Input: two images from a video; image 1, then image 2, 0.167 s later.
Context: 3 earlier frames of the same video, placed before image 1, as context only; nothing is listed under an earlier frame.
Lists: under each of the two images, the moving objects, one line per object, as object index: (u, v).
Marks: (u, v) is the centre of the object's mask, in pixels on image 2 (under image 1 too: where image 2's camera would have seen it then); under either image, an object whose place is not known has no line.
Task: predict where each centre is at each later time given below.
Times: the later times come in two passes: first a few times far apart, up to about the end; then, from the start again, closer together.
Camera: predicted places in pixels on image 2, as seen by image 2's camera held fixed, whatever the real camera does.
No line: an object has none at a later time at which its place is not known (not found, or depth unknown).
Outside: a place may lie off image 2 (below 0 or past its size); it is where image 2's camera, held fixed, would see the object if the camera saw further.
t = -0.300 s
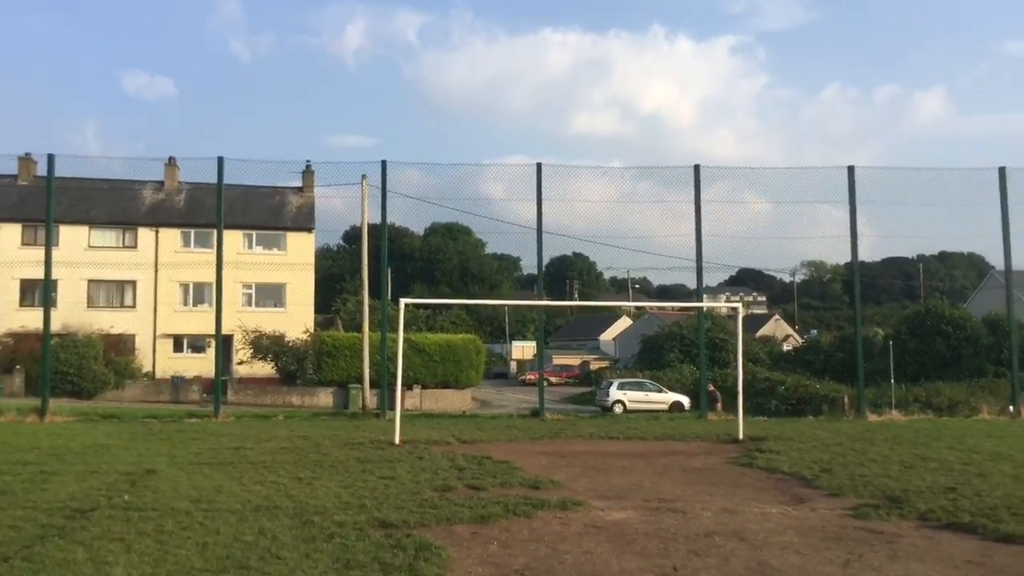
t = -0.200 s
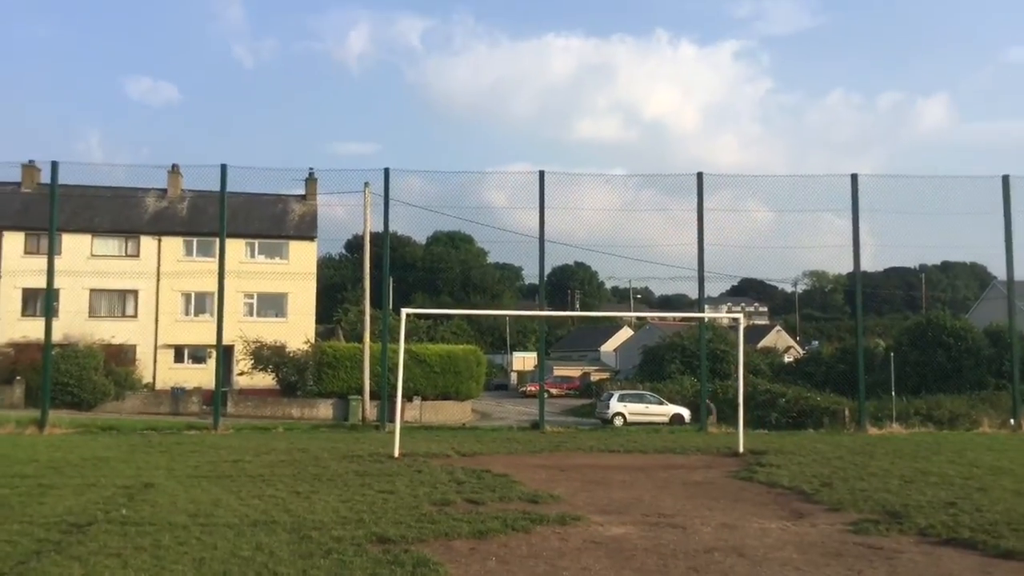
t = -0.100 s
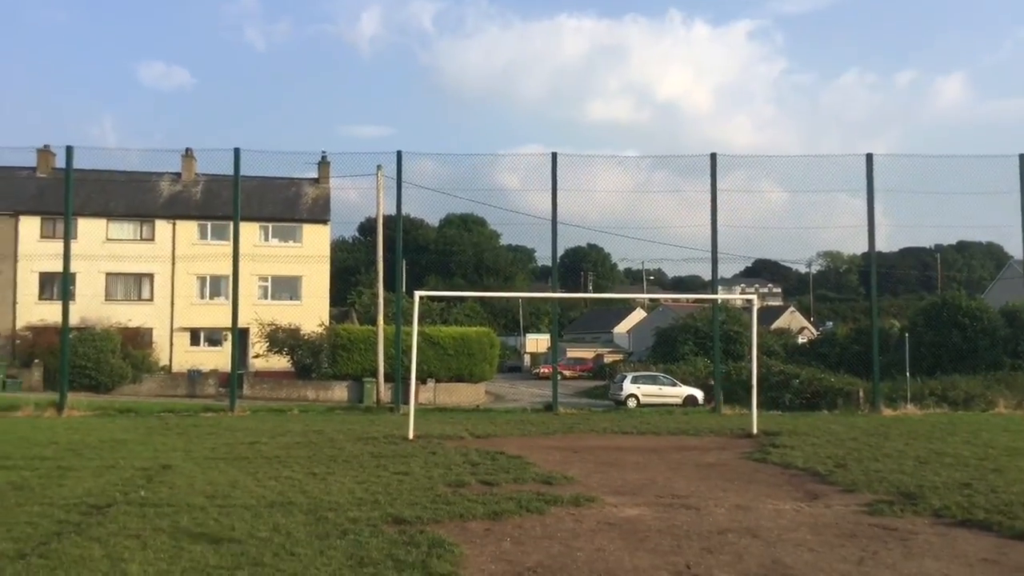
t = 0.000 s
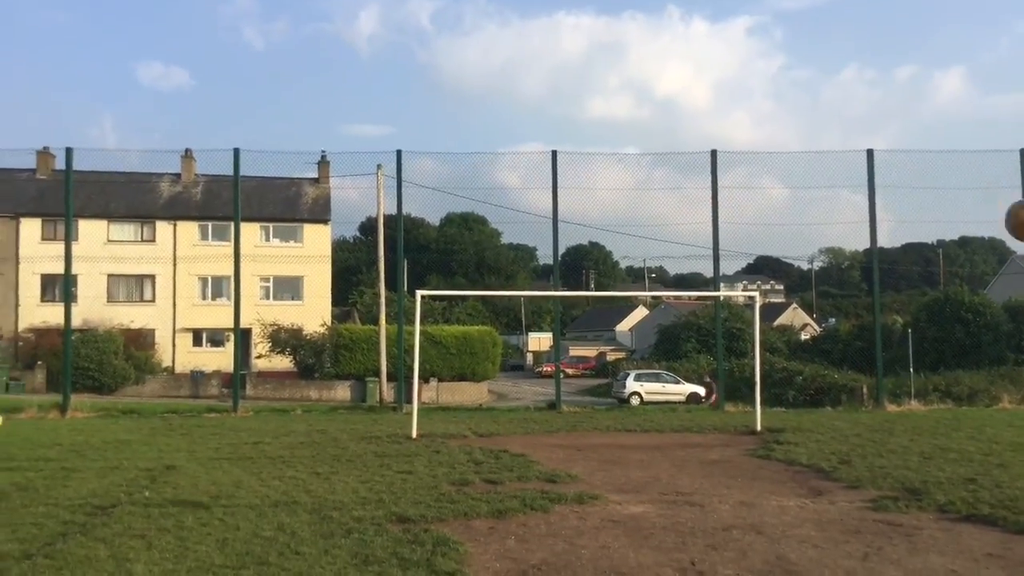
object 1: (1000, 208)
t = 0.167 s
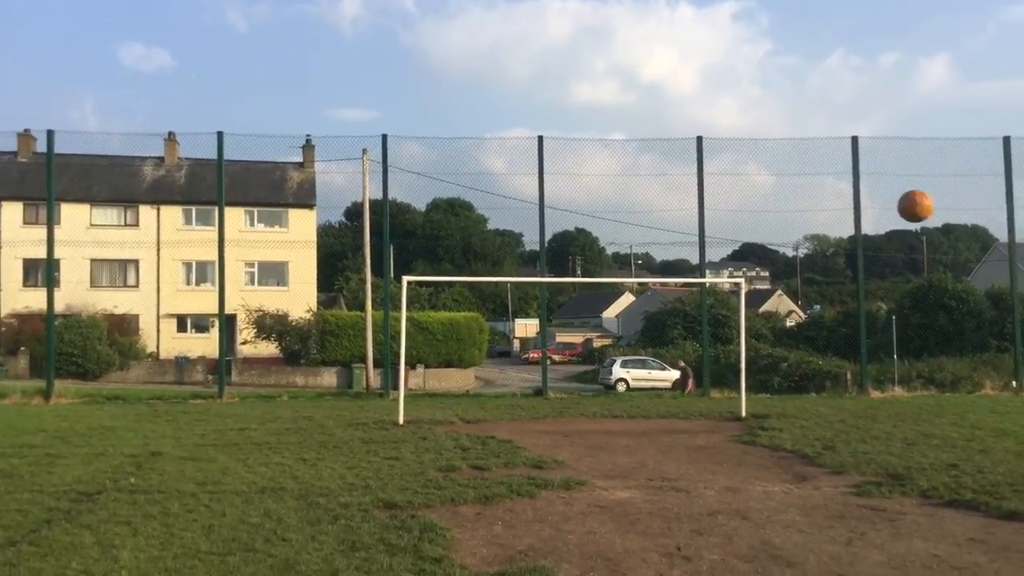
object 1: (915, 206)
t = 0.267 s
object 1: (879, 222)
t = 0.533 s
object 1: (819, 293)
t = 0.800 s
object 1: (785, 389)
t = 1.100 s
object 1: (764, 366)
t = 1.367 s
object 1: (751, 345)
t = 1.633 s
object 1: (751, 372)
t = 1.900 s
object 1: (750, 388)
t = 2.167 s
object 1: (748, 376)
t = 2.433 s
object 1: (746, 392)
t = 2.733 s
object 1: (743, 388)
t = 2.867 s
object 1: (745, 387)
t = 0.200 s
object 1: (901, 210)
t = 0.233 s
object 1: (889, 216)
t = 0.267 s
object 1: (879, 222)
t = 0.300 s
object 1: (870, 229)
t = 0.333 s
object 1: (860, 237)
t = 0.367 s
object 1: (851, 245)
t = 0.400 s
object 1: (842, 253)
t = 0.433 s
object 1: (837, 264)
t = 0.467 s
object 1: (830, 273)
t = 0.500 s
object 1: (825, 283)
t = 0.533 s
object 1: (819, 293)
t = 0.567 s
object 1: (815, 304)
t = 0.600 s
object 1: (809, 317)
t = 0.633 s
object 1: (802, 328)
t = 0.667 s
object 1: (799, 339)
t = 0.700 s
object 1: (795, 352)
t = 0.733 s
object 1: (791, 364)
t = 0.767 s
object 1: (788, 376)
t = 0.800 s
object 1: (785, 389)
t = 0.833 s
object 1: (783, 402)
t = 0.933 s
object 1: (776, 410)
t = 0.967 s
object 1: (772, 400)
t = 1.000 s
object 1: (770, 389)
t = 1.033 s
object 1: (768, 381)
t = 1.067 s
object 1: (766, 373)
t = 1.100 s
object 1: (764, 366)
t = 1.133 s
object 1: (763, 361)
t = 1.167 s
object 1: (761, 356)
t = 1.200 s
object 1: (759, 352)
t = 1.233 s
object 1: (757, 349)
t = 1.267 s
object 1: (755, 347)
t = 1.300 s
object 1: (754, 345)
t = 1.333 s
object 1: (752, 345)
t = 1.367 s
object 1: (751, 345)
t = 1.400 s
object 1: (752, 346)
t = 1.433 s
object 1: (751, 348)
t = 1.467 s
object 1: (751, 350)
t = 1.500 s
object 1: (752, 352)
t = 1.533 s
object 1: (752, 357)
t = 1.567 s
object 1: (751, 362)
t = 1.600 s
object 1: (752, 366)
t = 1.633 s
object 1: (751, 372)
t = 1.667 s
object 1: (751, 378)
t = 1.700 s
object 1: (751, 385)
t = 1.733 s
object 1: (752, 393)
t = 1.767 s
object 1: (753, 401)
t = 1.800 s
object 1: (753, 404)
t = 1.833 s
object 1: (751, 398)
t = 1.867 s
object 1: (750, 393)
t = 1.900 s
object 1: (750, 388)
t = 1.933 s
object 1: (750, 384)
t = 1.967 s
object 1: (750, 381)
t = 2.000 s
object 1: (748, 379)
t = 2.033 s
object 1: (748, 377)
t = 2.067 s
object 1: (748, 375)
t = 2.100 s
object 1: (748, 376)
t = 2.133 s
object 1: (748, 375)
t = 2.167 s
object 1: (748, 376)
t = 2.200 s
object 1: (748, 378)
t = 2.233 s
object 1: (747, 379)
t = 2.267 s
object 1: (748, 382)
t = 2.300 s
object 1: (747, 385)
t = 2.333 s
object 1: (748, 390)
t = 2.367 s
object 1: (748, 393)
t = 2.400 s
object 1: (747, 395)
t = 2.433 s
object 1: (746, 392)
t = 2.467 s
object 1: (747, 390)
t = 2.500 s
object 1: (746, 387)
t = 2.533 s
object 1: (746, 385)
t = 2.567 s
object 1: (745, 385)
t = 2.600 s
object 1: (745, 384)
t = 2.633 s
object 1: (745, 385)
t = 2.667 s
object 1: (745, 385)
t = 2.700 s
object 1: (744, 387)
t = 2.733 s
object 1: (743, 388)
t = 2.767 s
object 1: (744, 387)
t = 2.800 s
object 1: (744, 387)
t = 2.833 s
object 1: (744, 387)
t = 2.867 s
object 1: (745, 387)
